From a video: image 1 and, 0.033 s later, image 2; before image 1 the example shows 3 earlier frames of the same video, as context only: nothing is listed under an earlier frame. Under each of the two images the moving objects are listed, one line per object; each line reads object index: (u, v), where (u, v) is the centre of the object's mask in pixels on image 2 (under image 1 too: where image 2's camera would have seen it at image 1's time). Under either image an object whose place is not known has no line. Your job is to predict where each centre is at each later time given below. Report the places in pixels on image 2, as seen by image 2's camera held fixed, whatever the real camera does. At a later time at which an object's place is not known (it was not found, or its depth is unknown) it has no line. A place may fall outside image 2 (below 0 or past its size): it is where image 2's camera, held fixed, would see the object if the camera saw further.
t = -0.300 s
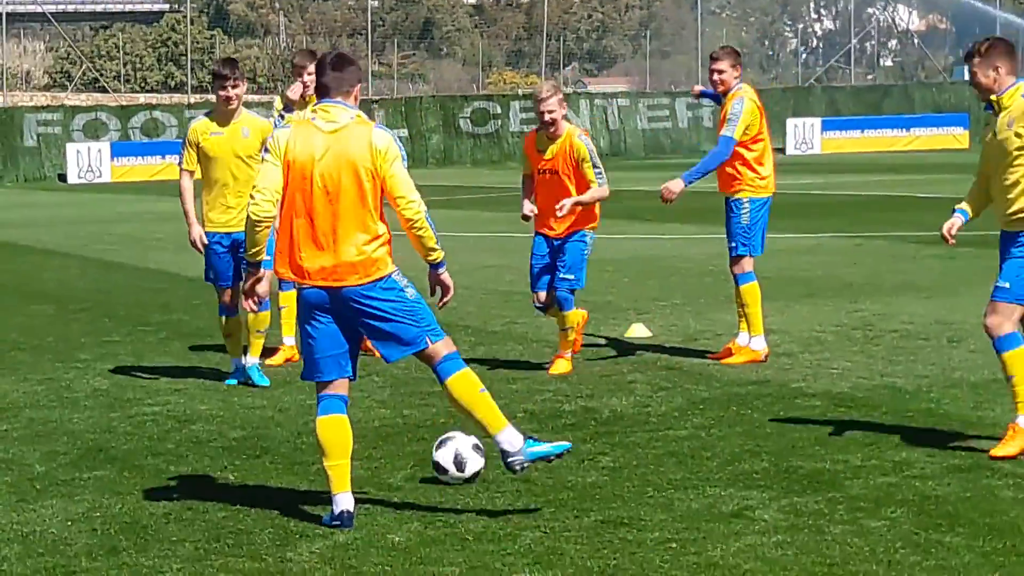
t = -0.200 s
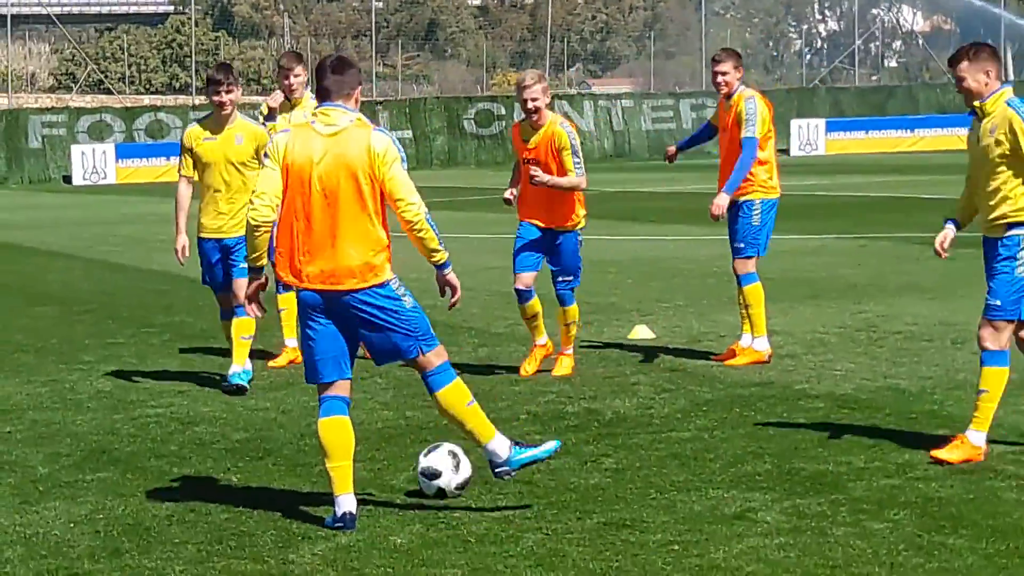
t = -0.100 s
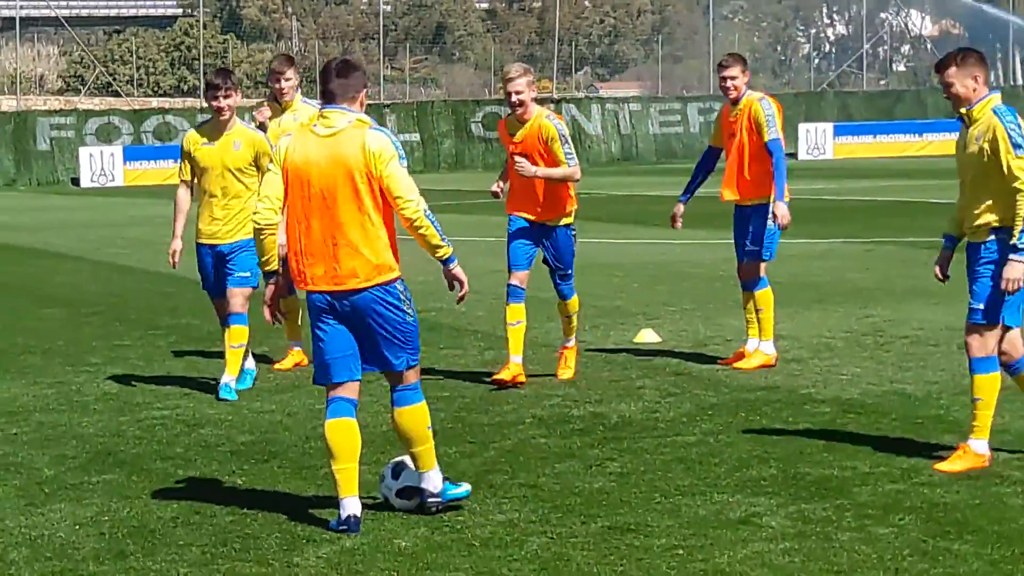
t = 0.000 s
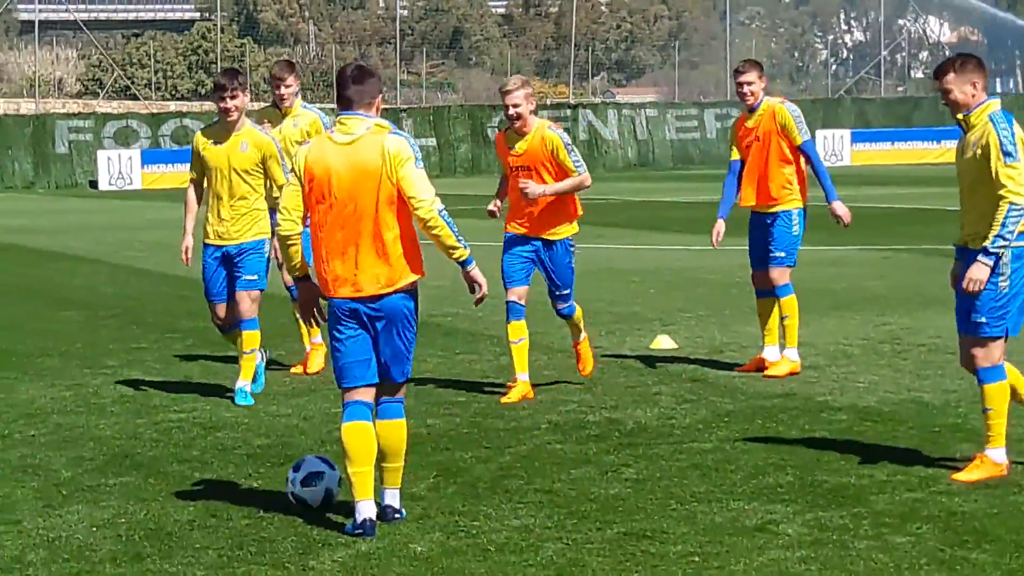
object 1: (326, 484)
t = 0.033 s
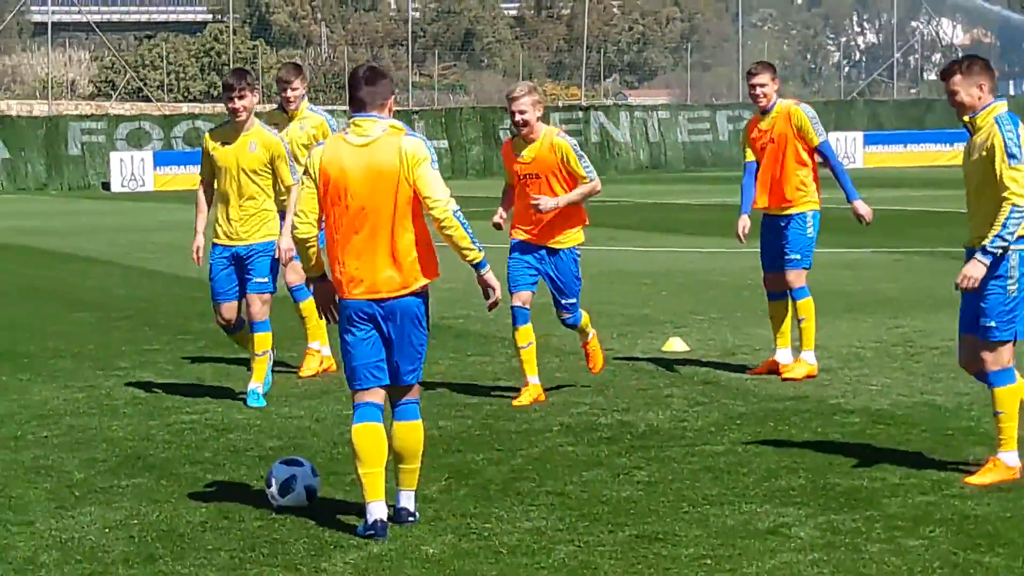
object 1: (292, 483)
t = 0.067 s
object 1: (263, 482)
